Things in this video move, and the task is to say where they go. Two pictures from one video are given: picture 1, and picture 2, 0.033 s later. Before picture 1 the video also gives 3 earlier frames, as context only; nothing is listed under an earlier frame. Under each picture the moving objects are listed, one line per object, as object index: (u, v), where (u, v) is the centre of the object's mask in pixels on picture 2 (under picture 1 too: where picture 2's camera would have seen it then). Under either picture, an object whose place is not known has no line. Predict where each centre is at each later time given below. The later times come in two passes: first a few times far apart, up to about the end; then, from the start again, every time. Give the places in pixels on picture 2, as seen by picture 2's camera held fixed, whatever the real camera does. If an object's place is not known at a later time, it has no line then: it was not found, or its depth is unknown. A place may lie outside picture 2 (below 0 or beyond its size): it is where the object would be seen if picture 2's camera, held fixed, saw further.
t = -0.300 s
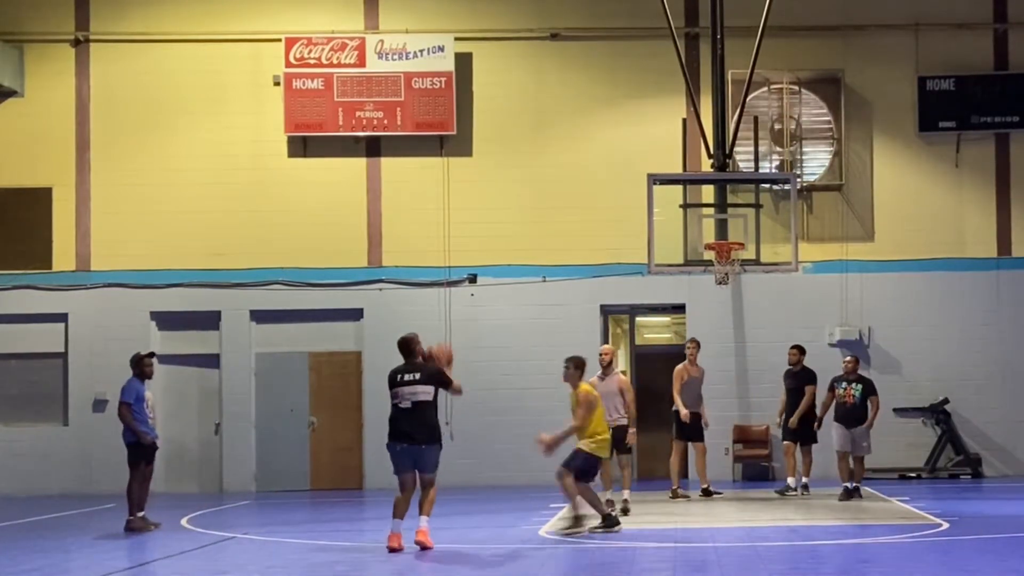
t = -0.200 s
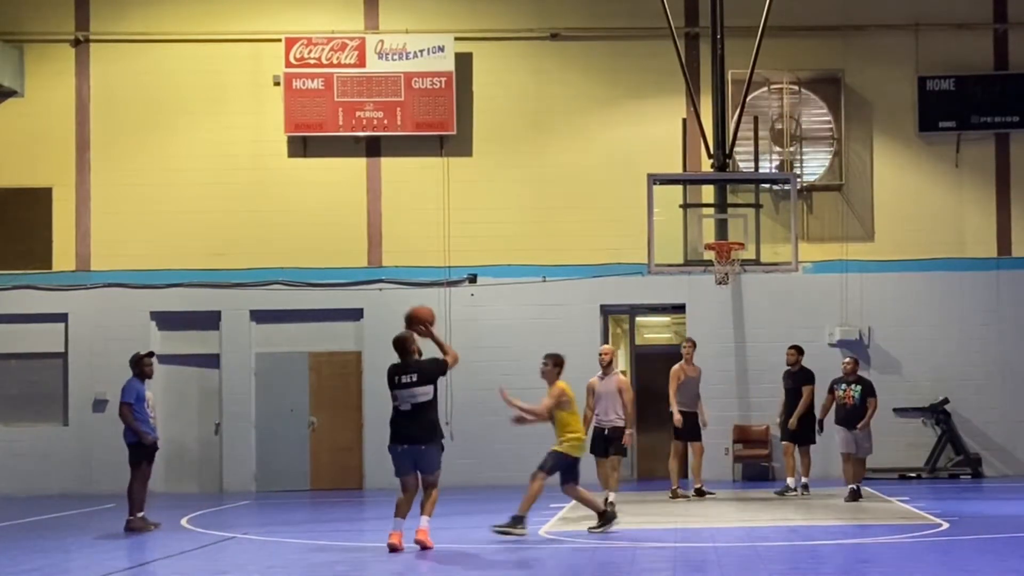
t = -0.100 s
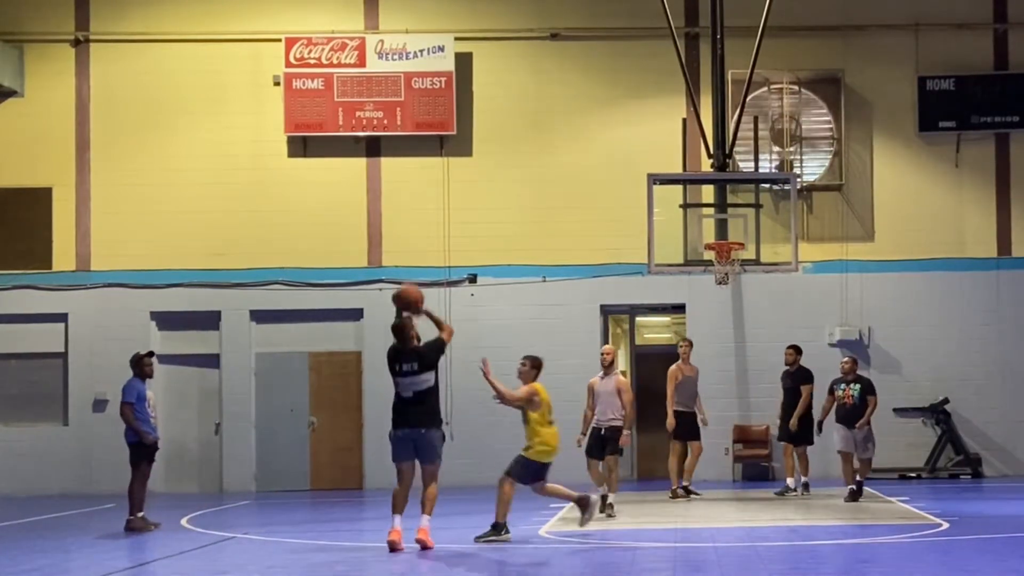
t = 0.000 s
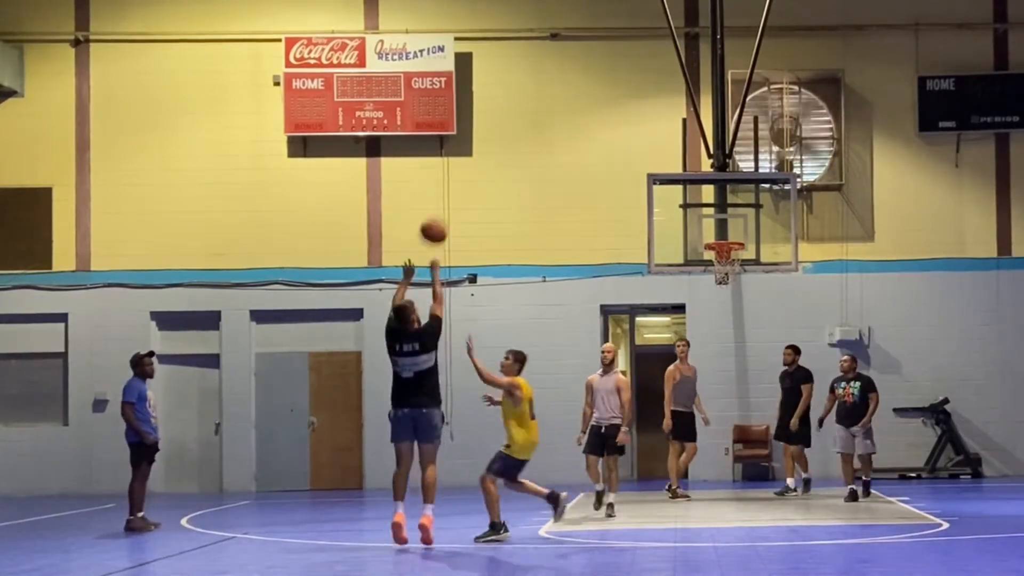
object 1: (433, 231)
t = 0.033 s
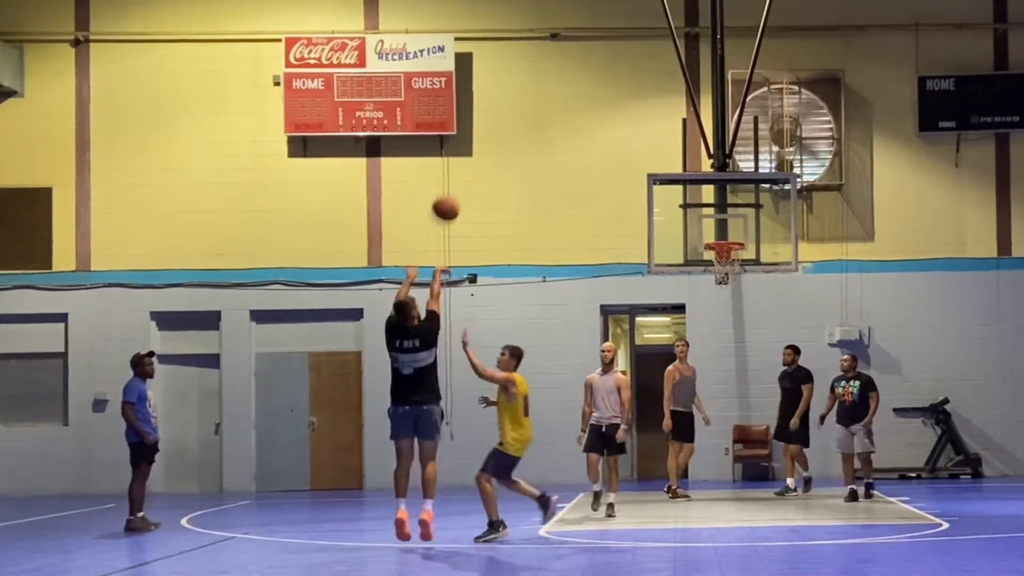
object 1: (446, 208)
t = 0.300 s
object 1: (530, 92)
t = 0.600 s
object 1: (607, 68)
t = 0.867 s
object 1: (663, 114)
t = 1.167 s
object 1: (717, 223)
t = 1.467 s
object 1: (733, 236)
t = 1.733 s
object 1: (719, 269)
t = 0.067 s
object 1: (457, 187)
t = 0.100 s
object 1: (468, 168)
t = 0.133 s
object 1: (479, 151)
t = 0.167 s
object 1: (490, 136)
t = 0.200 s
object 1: (500, 123)
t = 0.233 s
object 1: (510, 111)
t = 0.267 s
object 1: (520, 100)
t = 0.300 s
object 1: (530, 92)
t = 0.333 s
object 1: (539, 84)
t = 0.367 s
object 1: (548, 78)
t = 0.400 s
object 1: (557, 73)
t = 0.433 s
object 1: (566, 69)
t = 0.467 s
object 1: (575, 67)
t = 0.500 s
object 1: (583, 66)
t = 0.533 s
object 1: (591, 66)
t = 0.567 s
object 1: (599, 66)
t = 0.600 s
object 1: (607, 68)
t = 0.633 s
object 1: (615, 71)
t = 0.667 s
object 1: (623, 74)
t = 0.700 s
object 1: (630, 79)
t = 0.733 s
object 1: (637, 84)
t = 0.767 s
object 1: (644, 90)
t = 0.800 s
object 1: (650, 97)
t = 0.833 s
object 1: (656, 105)
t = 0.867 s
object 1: (663, 114)
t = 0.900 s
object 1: (670, 124)
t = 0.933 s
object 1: (676, 134)
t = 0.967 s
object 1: (683, 145)
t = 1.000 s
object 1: (689, 156)
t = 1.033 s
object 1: (695, 169)
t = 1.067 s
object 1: (700, 181)
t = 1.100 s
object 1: (706, 196)
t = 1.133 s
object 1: (712, 210)
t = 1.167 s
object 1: (717, 223)
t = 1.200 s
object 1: (723, 235)
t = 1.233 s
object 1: (724, 233)
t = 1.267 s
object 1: (725, 232)
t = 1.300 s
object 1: (725, 231)
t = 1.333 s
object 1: (726, 231)
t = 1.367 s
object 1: (728, 232)
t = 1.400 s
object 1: (730, 233)
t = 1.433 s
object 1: (732, 234)
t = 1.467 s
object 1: (733, 236)
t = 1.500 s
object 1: (735, 241)
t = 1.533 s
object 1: (733, 241)
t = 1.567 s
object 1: (730, 240)
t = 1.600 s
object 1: (725, 253)
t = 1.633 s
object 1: (725, 255)
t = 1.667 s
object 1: (723, 259)
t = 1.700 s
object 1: (721, 264)
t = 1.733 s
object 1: (719, 269)
